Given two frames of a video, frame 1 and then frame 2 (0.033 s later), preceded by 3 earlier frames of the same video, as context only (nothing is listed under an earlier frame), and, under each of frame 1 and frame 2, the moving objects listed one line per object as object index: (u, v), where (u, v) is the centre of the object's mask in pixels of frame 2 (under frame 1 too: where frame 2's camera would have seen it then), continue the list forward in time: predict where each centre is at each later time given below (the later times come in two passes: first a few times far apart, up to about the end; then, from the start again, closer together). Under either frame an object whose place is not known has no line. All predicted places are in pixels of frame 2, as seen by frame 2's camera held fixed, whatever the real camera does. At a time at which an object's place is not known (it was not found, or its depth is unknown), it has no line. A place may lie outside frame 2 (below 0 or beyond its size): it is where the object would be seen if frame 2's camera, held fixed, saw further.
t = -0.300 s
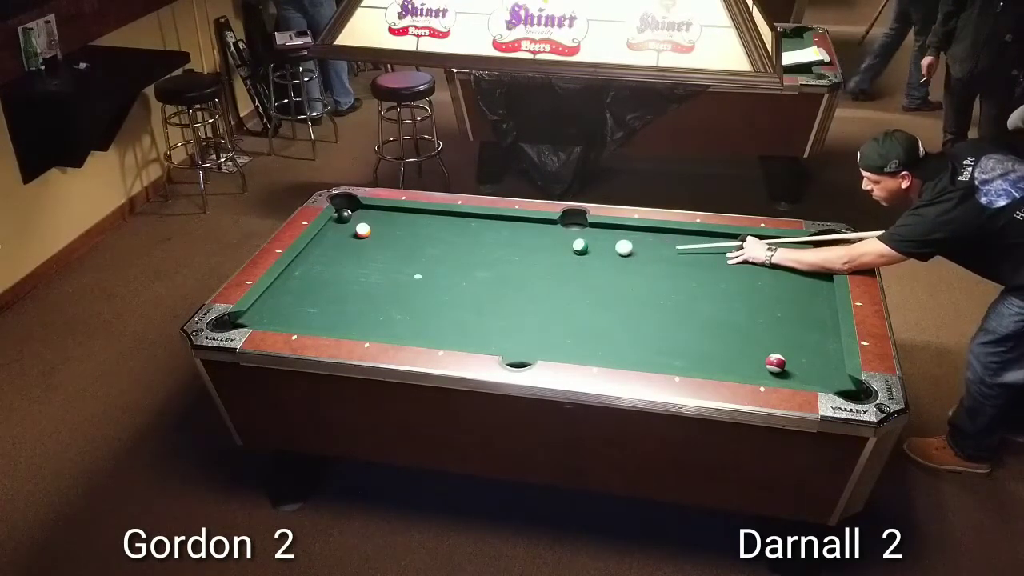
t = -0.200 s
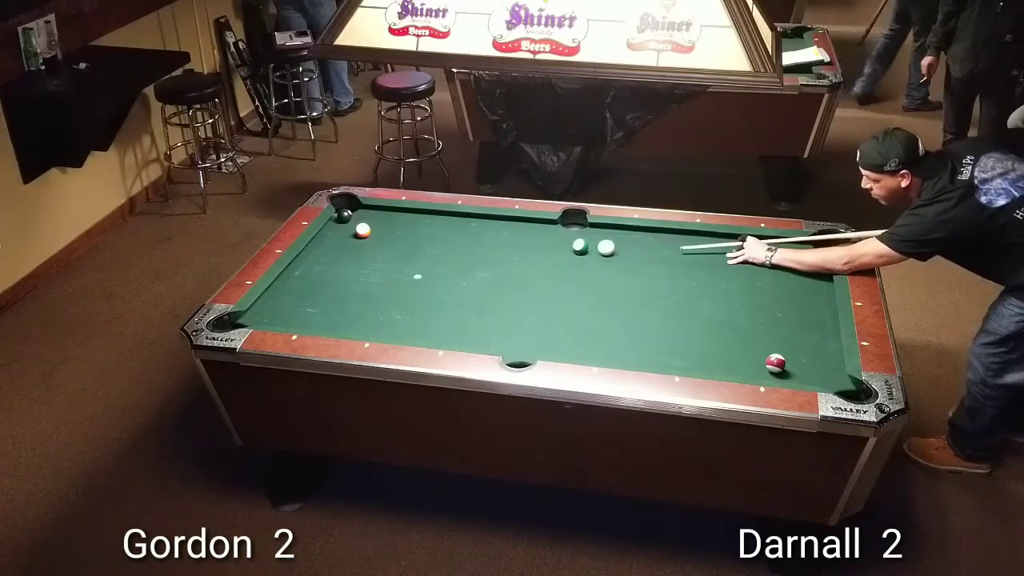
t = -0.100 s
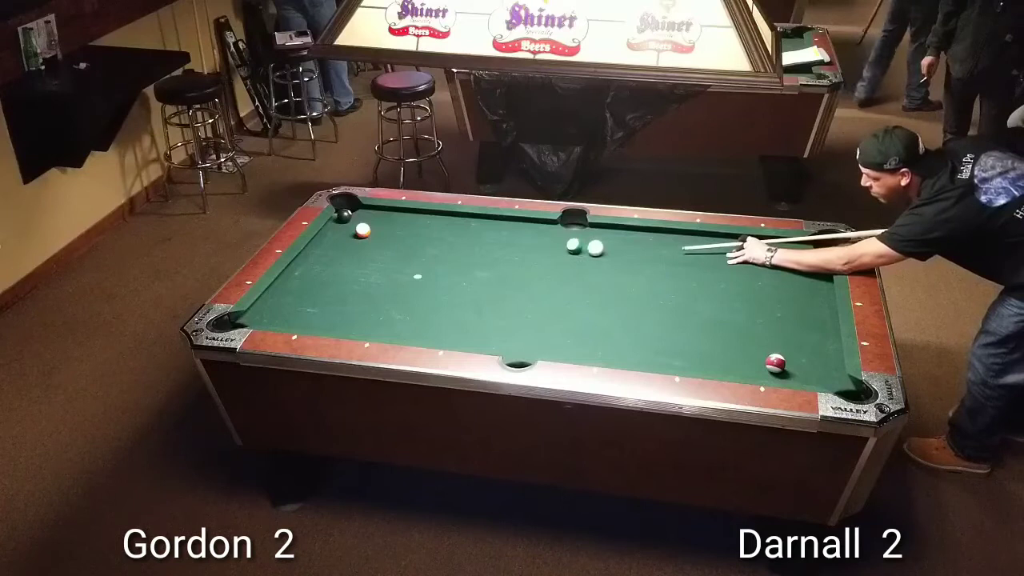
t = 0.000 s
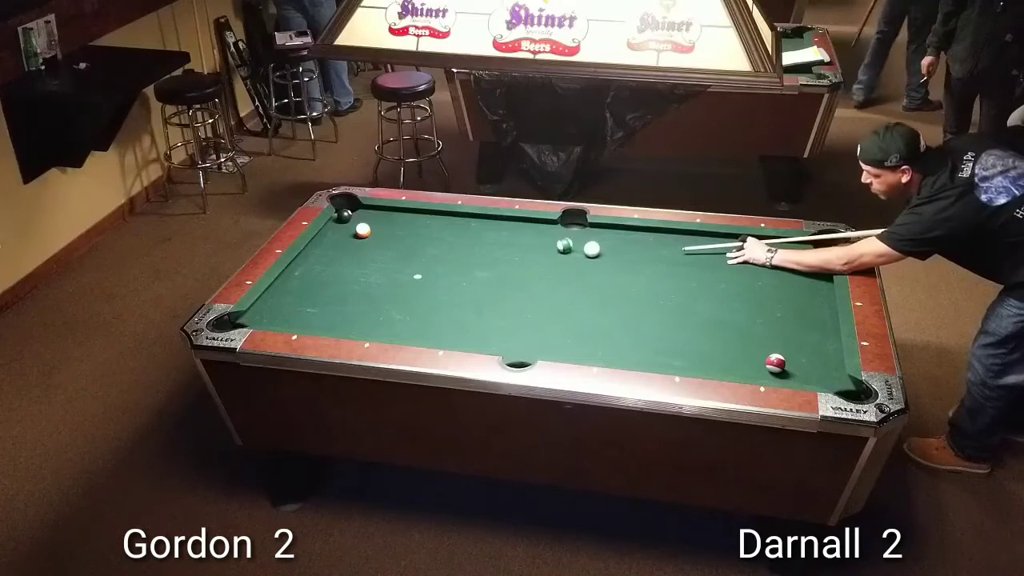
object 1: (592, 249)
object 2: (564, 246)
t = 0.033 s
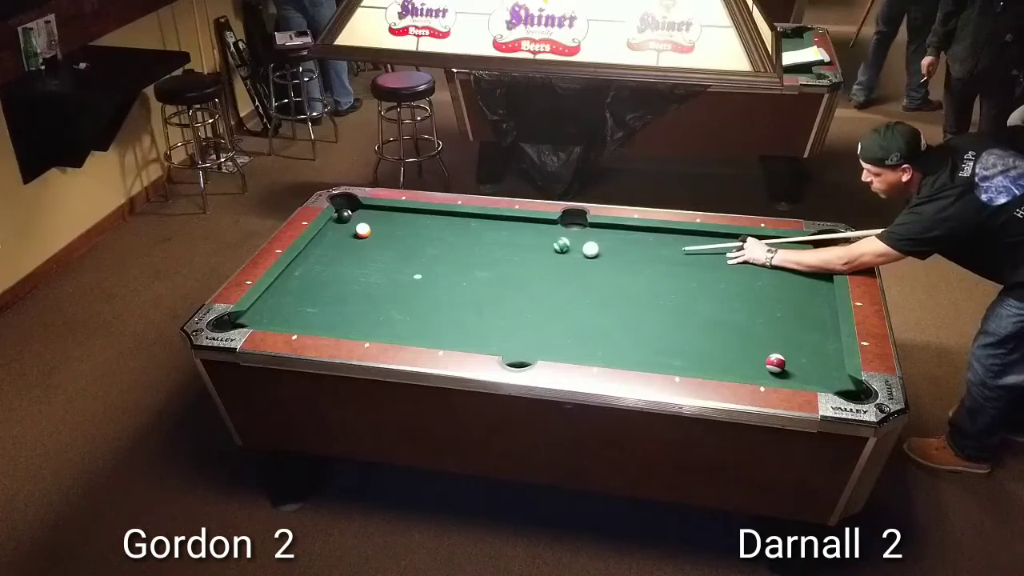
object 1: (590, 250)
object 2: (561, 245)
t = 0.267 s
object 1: (582, 252)
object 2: (539, 244)
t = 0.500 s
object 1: (575, 254)
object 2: (519, 242)
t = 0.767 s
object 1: (568, 256)
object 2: (498, 240)
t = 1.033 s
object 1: (562, 257)
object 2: (477, 238)
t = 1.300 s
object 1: (558, 257)
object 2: (460, 237)
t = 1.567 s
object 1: (556, 258)
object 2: (444, 236)
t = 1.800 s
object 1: (555, 259)
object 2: (431, 234)
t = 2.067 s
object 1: (555, 259)
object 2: (418, 233)
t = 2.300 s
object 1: (555, 259)
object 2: (407, 232)
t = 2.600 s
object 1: (555, 259)
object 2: (396, 231)
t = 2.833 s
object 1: (555, 259)
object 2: (387, 231)
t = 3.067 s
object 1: (555, 259)
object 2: (381, 231)
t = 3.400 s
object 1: (555, 259)
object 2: (377, 231)
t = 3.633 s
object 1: (555, 259)
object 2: (376, 231)
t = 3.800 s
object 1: (555, 259)
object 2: (376, 231)
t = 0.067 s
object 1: (589, 250)
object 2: (558, 245)
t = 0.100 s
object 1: (588, 250)
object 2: (555, 244)
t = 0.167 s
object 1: (586, 251)
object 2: (548, 244)
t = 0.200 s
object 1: (585, 251)
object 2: (545, 244)
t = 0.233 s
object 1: (583, 251)
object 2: (542, 244)
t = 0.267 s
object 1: (582, 252)
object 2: (539, 244)
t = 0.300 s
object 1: (581, 252)
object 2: (537, 243)
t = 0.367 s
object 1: (579, 253)
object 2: (531, 242)
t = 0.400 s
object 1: (578, 253)
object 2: (527, 242)
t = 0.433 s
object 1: (577, 253)
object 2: (524, 242)
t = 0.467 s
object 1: (576, 253)
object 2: (521, 242)
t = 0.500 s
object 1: (575, 254)
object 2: (519, 242)
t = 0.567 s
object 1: (573, 254)
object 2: (514, 242)
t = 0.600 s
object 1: (573, 254)
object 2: (512, 241)
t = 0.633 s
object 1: (572, 255)
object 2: (508, 241)
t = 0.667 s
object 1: (571, 255)
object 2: (506, 240)
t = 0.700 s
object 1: (570, 255)
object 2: (503, 240)
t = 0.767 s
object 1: (568, 256)
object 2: (498, 240)
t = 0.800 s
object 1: (567, 256)
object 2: (496, 240)
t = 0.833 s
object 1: (566, 256)
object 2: (493, 240)
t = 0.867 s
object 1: (566, 256)
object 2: (491, 240)
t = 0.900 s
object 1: (565, 256)
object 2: (488, 239)
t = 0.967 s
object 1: (564, 256)
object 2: (482, 238)
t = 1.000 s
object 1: (563, 257)
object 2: (480, 239)
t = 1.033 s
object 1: (562, 257)
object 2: (477, 238)
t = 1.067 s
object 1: (562, 257)
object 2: (476, 238)
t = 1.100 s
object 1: (561, 257)
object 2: (473, 238)
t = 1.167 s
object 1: (560, 257)
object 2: (469, 238)
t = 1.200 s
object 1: (559, 257)
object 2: (467, 238)
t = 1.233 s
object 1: (559, 257)
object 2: (465, 237)
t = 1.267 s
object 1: (559, 257)
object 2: (463, 237)
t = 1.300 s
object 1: (558, 257)
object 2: (460, 237)
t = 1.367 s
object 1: (557, 258)
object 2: (456, 237)
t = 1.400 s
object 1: (557, 258)
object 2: (454, 237)
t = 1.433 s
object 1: (557, 258)
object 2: (452, 236)
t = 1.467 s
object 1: (556, 258)
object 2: (450, 236)
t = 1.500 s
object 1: (556, 258)
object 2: (448, 236)
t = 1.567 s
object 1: (556, 258)
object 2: (444, 236)
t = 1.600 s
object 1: (555, 258)
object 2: (442, 235)
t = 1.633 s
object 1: (555, 258)
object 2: (440, 235)
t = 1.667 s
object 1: (555, 258)
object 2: (438, 234)
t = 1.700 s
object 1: (555, 258)
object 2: (436, 234)
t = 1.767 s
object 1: (555, 259)
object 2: (432, 234)
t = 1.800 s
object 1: (555, 259)
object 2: (431, 234)
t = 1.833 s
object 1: (555, 259)
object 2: (429, 234)
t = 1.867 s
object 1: (555, 259)
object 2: (428, 234)
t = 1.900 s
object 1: (555, 259)
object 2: (426, 234)
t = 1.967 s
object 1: (555, 259)
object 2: (423, 234)
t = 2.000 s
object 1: (555, 259)
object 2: (422, 234)
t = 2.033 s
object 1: (555, 259)
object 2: (420, 233)
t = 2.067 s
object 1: (555, 259)
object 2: (418, 233)
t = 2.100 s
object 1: (555, 259)
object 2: (417, 233)
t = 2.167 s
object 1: (555, 259)
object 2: (413, 232)
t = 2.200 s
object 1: (555, 259)
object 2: (412, 232)
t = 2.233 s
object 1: (555, 259)
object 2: (410, 232)
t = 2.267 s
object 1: (555, 259)
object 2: (409, 232)
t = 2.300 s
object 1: (555, 259)
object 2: (407, 232)
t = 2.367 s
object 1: (555, 259)
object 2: (405, 232)
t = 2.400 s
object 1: (555, 259)
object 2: (404, 232)
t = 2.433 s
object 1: (555, 259)
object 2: (403, 232)
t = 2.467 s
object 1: (555, 259)
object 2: (402, 232)
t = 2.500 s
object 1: (555, 259)
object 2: (400, 232)
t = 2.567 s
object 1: (555, 259)
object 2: (398, 231)
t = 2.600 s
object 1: (555, 259)
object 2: (396, 231)
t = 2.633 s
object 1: (555, 259)
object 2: (395, 231)
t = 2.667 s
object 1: (555, 259)
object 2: (393, 231)
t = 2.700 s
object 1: (555, 259)
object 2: (392, 230)
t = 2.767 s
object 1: (555, 259)
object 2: (389, 231)
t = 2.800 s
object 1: (555, 259)
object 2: (389, 231)
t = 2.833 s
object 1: (555, 259)
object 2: (387, 231)
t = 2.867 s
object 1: (555, 259)
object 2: (386, 231)
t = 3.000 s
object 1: (555, 259)
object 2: (383, 231)
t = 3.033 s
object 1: (555, 259)
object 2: (382, 231)
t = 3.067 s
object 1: (555, 259)
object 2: (381, 231)
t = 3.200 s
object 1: (555, 259)
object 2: (378, 231)
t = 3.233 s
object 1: (555, 259)
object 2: (378, 231)
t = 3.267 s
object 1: (555, 259)
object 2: (378, 230)
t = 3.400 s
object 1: (555, 259)
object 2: (377, 231)
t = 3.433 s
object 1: (555, 259)
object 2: (376, 231)
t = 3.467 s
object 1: (555, 259)
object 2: (376, 231)
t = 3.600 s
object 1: (555, 259)
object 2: (376, 231)
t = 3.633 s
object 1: (555, 259)
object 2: (376, 231)
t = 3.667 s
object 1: (555, 259)
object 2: (376, 231)
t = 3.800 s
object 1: (555, 259)
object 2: (376, 231)
